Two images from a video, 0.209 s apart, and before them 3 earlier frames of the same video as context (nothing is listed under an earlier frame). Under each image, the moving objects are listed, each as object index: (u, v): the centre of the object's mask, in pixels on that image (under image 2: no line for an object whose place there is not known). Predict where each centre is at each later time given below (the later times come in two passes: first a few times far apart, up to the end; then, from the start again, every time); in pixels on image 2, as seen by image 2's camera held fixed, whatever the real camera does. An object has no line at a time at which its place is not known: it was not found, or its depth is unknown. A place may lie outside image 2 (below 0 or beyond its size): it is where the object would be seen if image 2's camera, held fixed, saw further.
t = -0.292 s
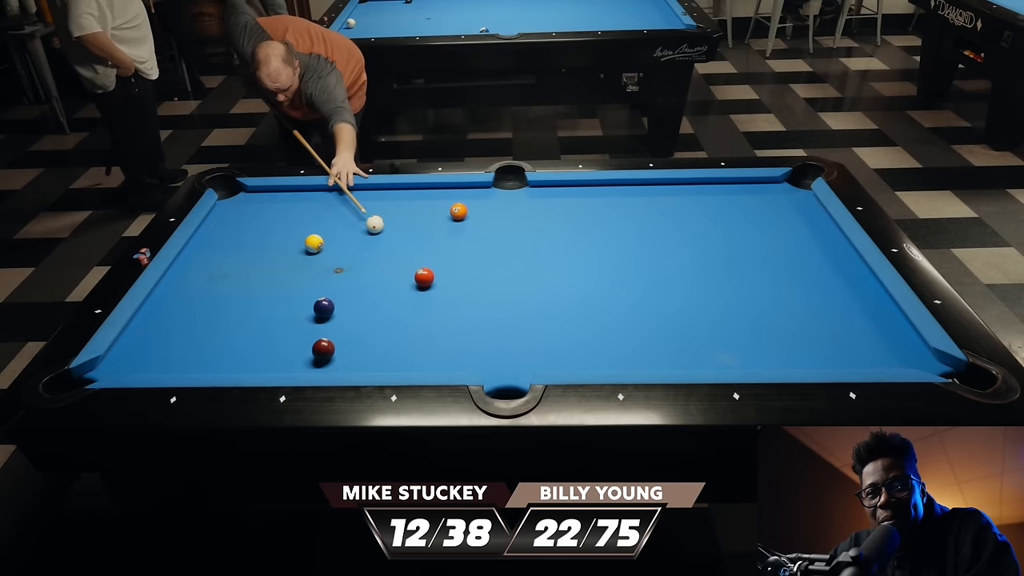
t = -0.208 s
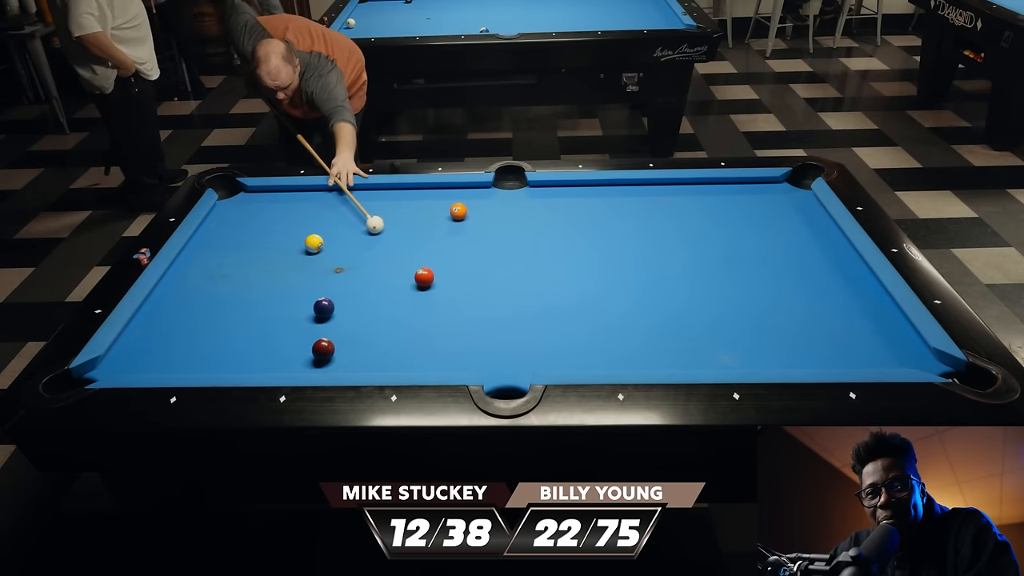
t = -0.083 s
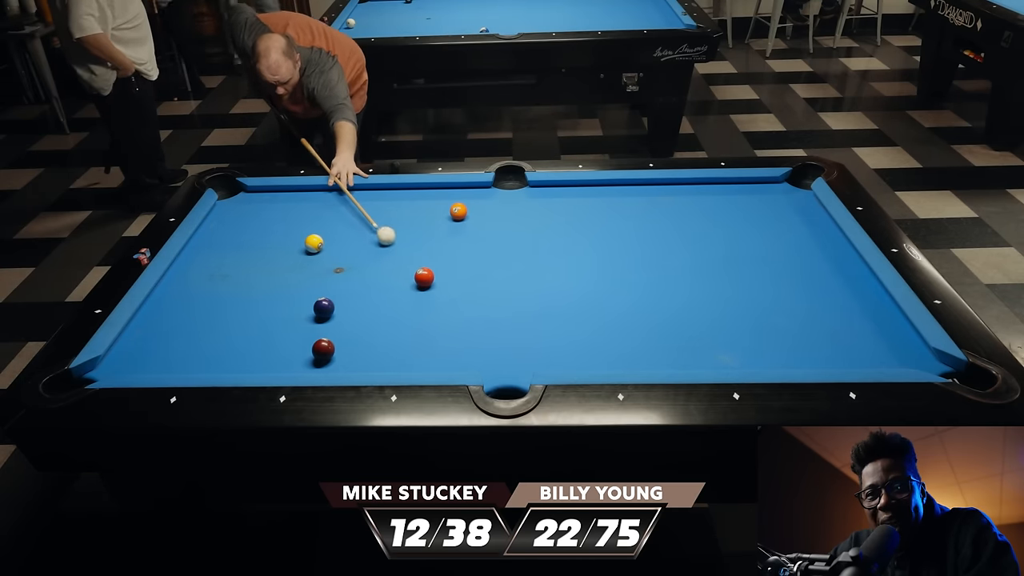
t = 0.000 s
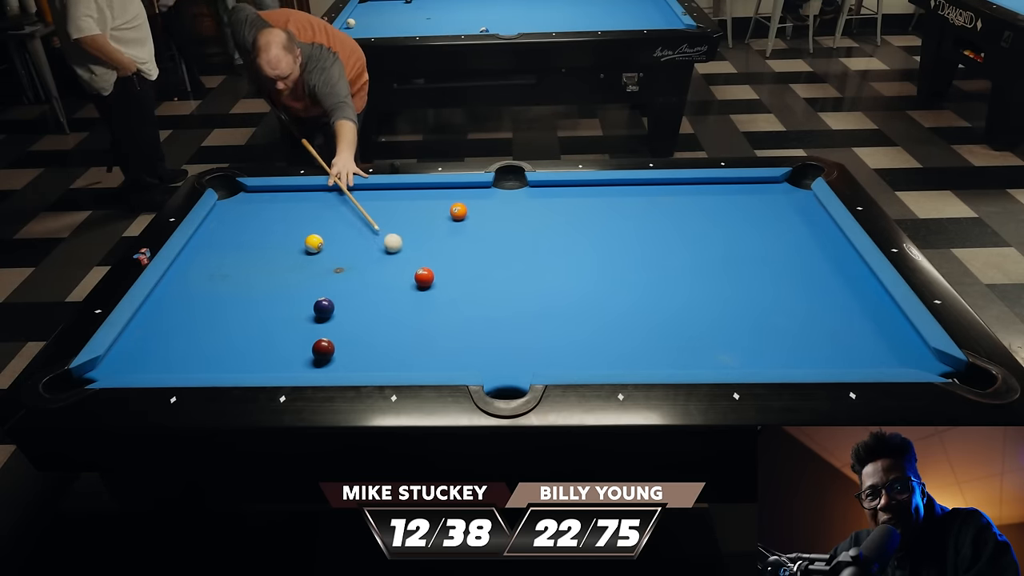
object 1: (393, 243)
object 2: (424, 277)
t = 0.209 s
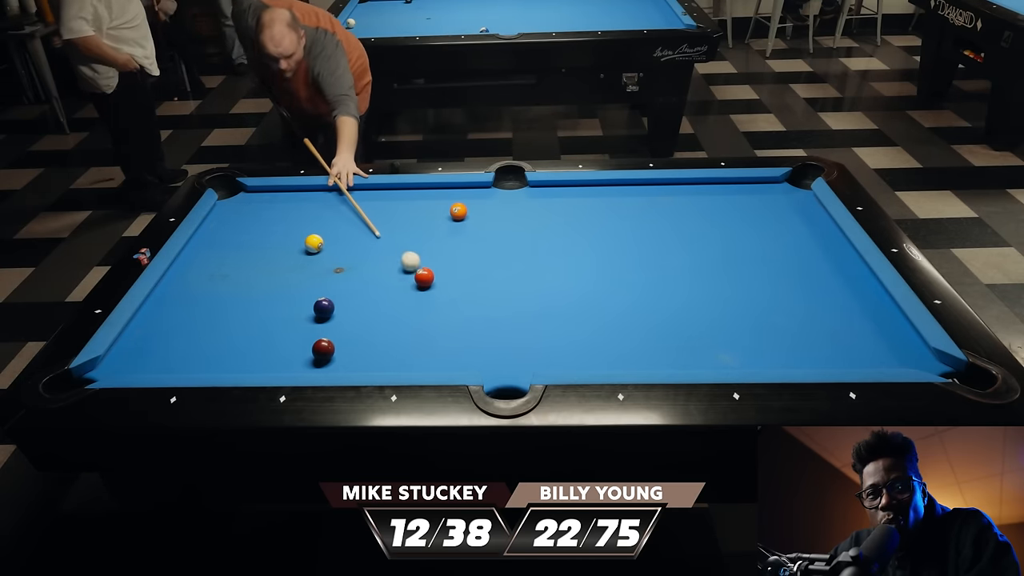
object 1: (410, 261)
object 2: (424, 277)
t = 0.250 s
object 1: (414, 264)
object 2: (424, 277)
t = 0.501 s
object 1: (422, 272)
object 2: (437, 292)
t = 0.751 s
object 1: (429, 276)
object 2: (451, 310)
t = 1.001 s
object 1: (435, 280)
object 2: (465, 328)
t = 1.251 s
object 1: (440, 283)
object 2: (480, 345)
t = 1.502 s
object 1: (444, 285)
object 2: (494, 362)
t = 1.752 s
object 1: (447, 286)
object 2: (507, 379)
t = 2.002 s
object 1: (448, 287)
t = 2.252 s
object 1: (448, 288)
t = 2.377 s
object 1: (448, 288)
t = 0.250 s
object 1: (414, 264)
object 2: (424, 277)
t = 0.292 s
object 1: (416, 266)
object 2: (425, 278)
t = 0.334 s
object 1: (417, 268)
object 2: (428, 282)
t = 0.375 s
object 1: (419, 269)
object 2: (430, 285)
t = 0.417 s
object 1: (420, 270)
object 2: (433, 287)
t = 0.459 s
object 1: (421, 271)
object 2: (435, 290)
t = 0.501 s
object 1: (422, 272)
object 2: (437, 292)
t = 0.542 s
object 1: (424, 272)
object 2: (440, 296)
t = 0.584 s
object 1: (425, 273)
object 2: (442, 299)
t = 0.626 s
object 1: (426, 274)
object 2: (444, 301)
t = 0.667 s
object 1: (427, 275)
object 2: (447, 305)
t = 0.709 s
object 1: (428, 275)
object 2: (449, 307)
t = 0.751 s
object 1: (429, 276)
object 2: (451, 310)
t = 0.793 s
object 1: (430, 277)
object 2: (454, 313)
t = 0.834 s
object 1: (431, 277)
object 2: (456, 316)
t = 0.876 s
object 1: (432, 278)
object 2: (458, 319)
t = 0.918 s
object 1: (433, 279)
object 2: (461, 322)
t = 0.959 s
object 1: (434, 279)
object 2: (463, 325)
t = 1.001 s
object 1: (435, 280)
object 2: (465, 328)
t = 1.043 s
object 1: (436, 280)
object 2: (468, 331)
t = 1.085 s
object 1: (437, 281)
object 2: (470, 334)
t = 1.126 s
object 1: (438, 281)
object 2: (472, 336)
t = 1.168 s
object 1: (438, 282)
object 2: (475, 339)
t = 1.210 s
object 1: (439, 282)
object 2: (477, 342)
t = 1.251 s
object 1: (440, 283)
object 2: (480, 345)
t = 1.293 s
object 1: (441, 283)
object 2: (482, 348)
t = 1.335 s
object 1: (441, 284)
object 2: (484, 351)
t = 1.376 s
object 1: (442, 284)
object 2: (487, 354)
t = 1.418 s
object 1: (443, 284)
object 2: (489, 356)
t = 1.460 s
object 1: (443, 285)
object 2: (491, 359)
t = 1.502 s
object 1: (444, 285)
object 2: (494, 362)
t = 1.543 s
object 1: (444, 286)
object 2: (496, 365)
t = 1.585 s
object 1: (445, 286)
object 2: (498, 367)
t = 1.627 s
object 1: (445, 286)
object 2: (501, 370)
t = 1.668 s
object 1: (446, 286)
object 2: (503, 372)
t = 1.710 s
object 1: (446, 286)
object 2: (505, 375)
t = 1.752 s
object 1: (447, 286)
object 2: (507, 379)
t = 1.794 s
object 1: (447, 287)
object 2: (510, 388)
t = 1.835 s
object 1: (448, 287)
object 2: (511, 395)
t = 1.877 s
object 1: (448, 287)
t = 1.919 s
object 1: (448, 287)
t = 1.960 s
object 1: (448, 287)
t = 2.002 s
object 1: (448, 287)
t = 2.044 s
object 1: (448, 288)
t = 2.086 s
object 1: (448, 288)
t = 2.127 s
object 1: (448, 288)
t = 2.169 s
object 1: (448, 288)
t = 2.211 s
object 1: (448, 288)
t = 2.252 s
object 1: (448, 288)
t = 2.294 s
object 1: (448, 288)
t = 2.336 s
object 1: (448, 288)
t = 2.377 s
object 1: (448, 288)
